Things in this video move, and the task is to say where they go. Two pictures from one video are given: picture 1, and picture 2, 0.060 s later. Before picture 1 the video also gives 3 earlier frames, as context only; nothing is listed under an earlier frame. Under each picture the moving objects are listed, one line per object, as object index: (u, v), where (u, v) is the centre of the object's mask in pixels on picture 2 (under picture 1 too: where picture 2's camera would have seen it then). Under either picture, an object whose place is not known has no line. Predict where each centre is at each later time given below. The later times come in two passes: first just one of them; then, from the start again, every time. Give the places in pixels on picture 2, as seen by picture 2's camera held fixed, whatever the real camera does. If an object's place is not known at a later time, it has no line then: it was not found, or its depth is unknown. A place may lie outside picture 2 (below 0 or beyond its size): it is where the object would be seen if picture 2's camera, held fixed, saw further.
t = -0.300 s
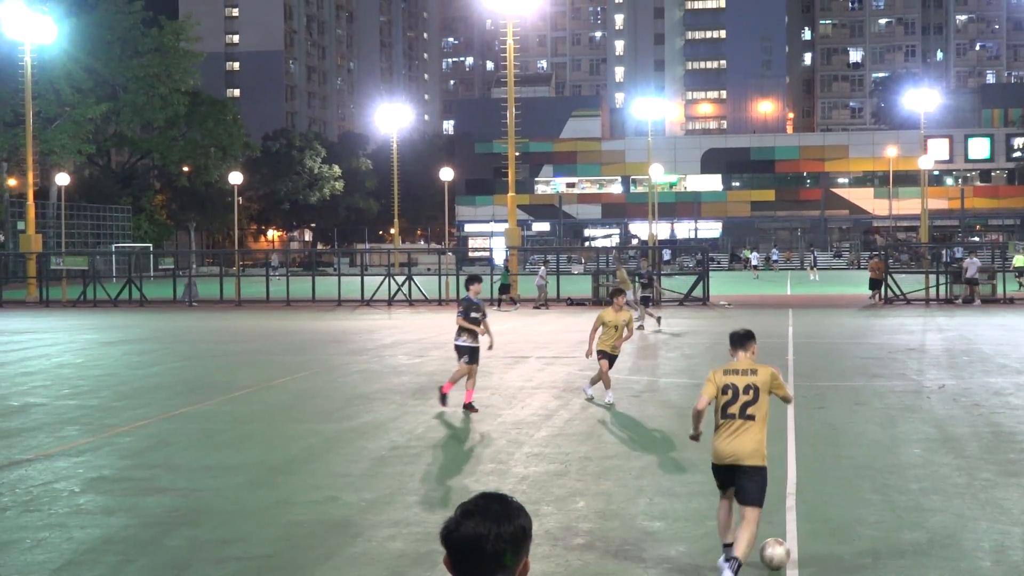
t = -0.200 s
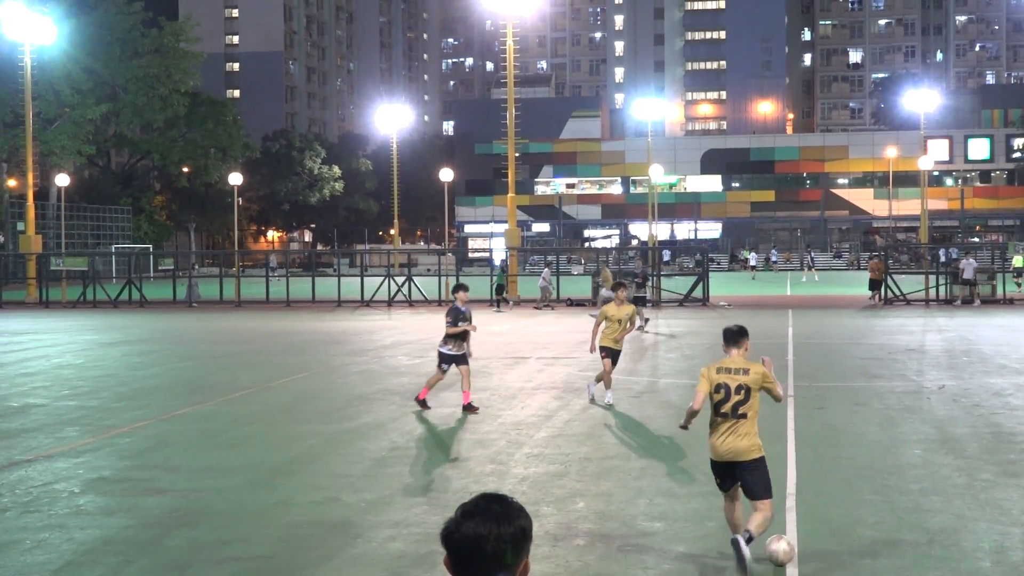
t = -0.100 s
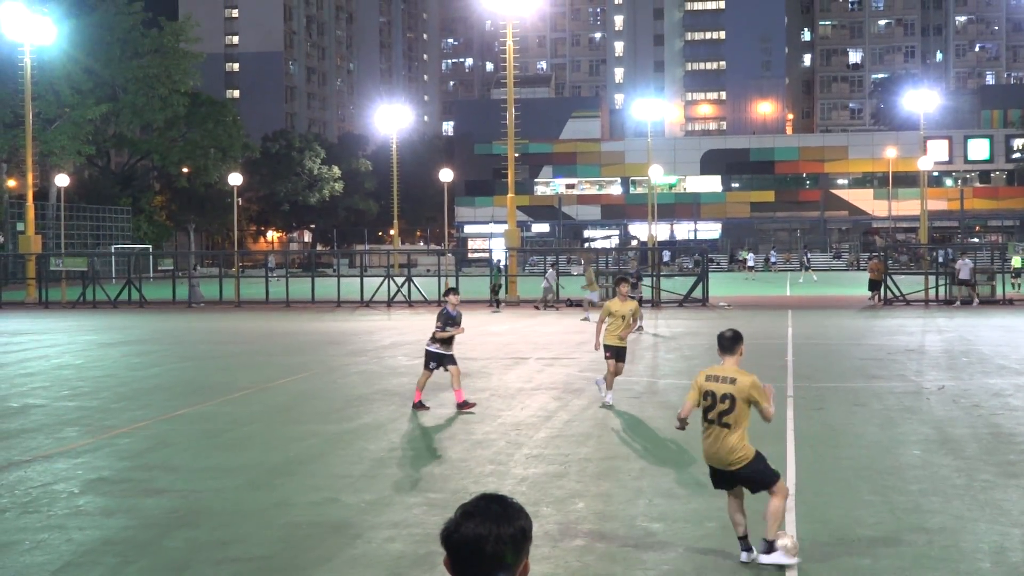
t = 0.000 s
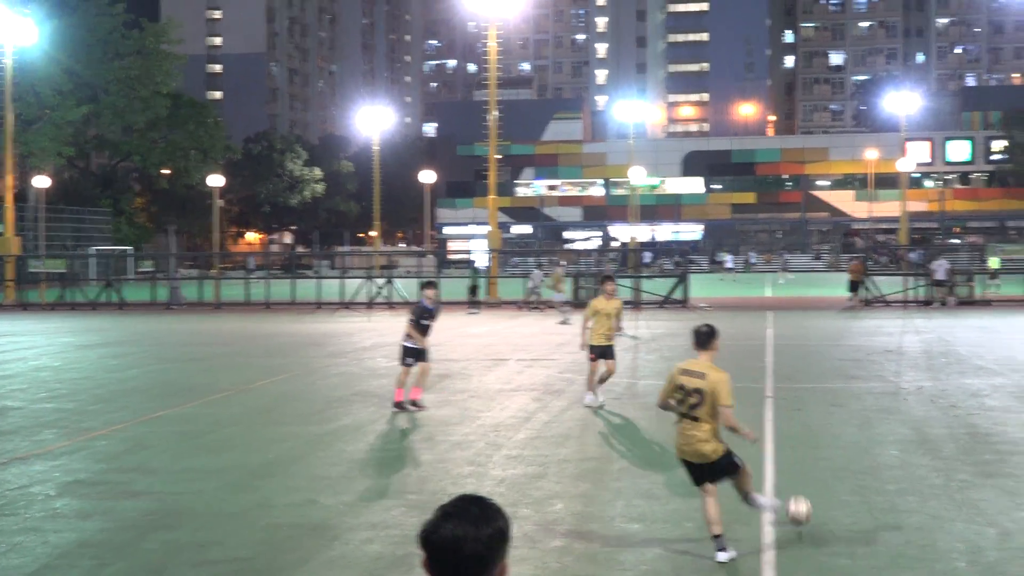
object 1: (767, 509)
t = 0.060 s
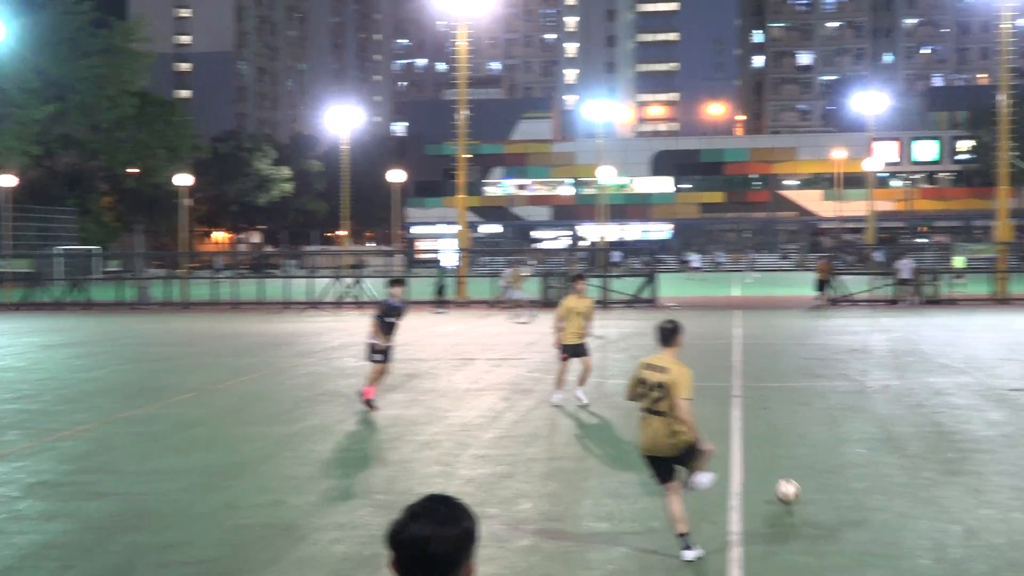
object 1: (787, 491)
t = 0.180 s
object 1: (815, 457)
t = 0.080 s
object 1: (793, 486)
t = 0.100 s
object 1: (797, 478)
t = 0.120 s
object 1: (802, 472)
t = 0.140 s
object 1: (807, 467)
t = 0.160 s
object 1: (811, 461)
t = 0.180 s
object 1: (815, 457)
